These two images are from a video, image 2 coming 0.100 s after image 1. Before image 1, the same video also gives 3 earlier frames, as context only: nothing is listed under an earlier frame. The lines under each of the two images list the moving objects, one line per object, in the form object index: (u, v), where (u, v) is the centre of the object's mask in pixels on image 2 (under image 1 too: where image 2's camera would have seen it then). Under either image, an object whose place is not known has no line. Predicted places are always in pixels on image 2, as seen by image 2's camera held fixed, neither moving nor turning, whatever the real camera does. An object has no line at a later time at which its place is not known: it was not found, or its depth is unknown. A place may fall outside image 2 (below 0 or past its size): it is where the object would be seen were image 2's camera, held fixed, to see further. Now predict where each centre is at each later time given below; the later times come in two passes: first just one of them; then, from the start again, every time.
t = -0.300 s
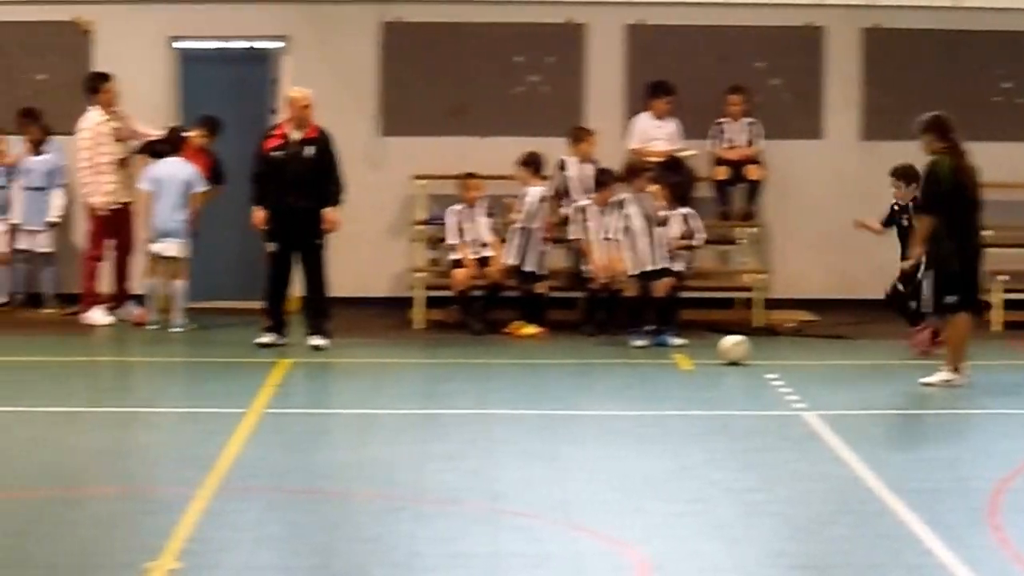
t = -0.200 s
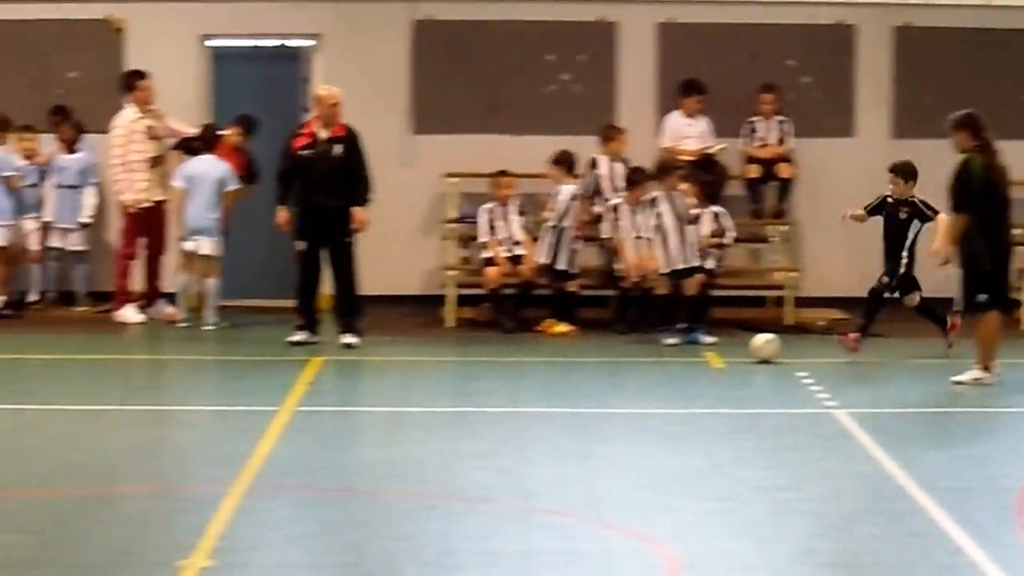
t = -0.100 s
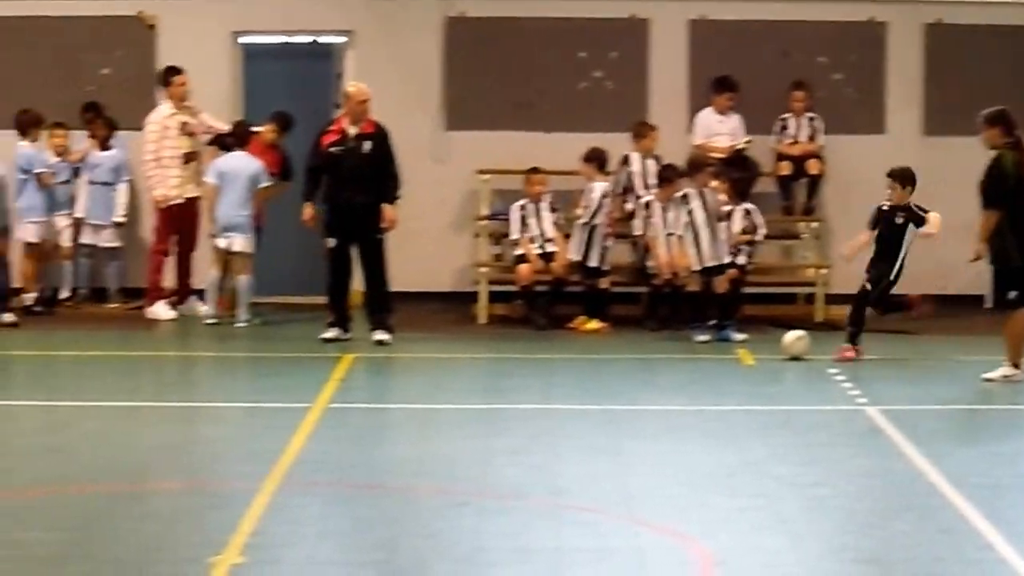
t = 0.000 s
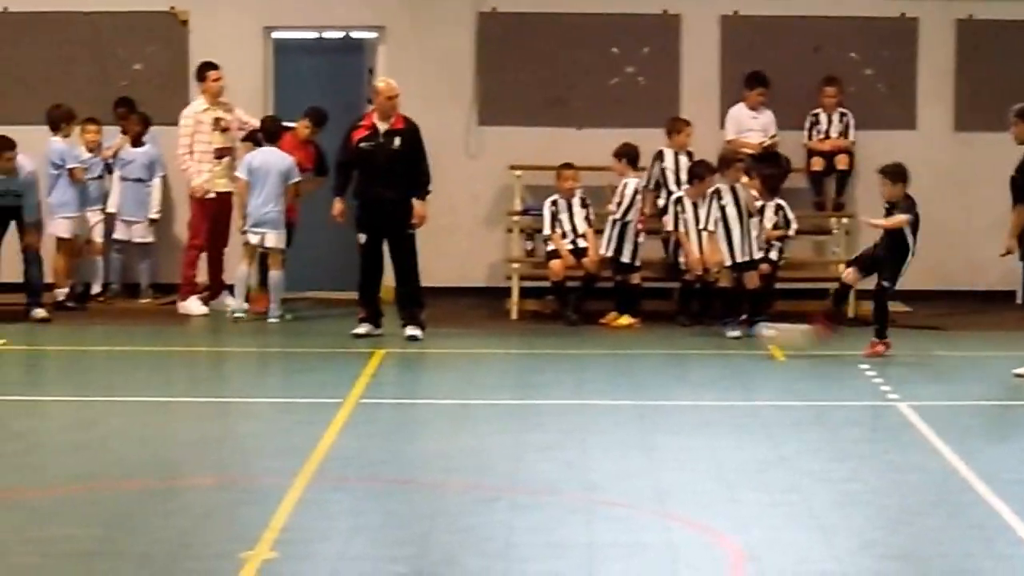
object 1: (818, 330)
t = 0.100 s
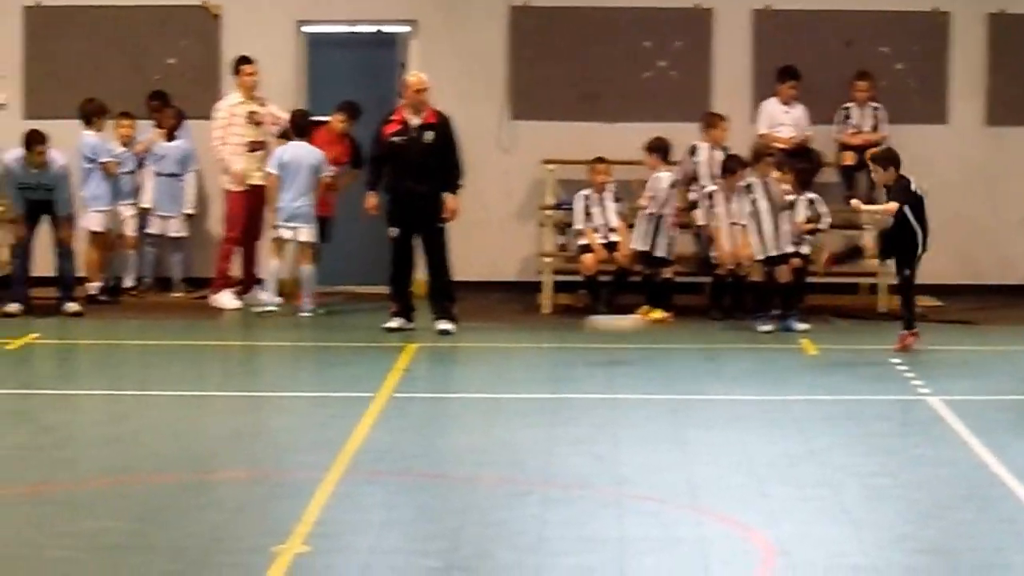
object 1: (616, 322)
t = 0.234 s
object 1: (329, 342)
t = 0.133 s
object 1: (551, 323)
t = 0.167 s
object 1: (481, 326)
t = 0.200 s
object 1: (401, 334)
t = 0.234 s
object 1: (329, 342)
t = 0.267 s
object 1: (253, 352)
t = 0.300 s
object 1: (178, 361)
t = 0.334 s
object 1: (106, 359)
